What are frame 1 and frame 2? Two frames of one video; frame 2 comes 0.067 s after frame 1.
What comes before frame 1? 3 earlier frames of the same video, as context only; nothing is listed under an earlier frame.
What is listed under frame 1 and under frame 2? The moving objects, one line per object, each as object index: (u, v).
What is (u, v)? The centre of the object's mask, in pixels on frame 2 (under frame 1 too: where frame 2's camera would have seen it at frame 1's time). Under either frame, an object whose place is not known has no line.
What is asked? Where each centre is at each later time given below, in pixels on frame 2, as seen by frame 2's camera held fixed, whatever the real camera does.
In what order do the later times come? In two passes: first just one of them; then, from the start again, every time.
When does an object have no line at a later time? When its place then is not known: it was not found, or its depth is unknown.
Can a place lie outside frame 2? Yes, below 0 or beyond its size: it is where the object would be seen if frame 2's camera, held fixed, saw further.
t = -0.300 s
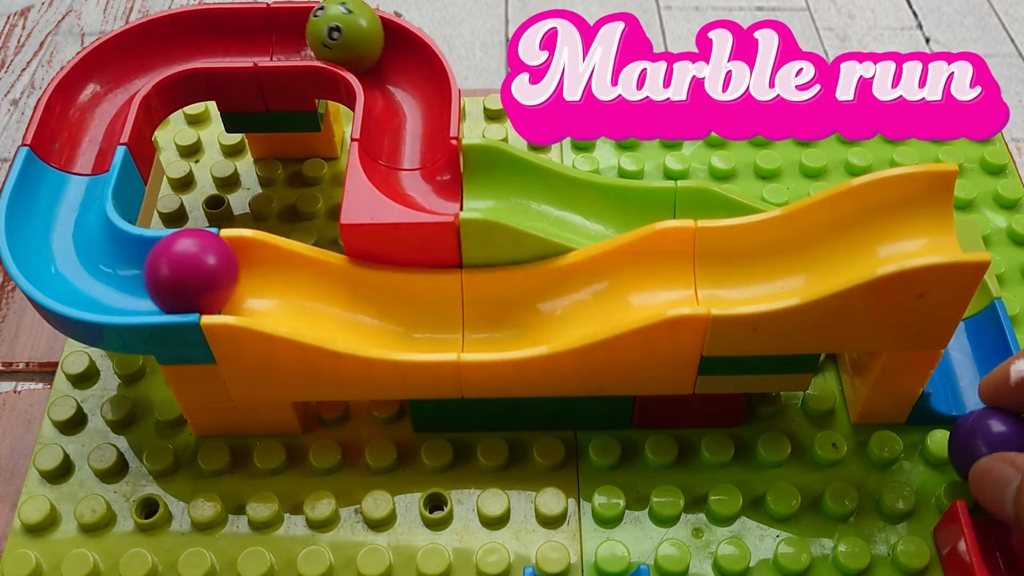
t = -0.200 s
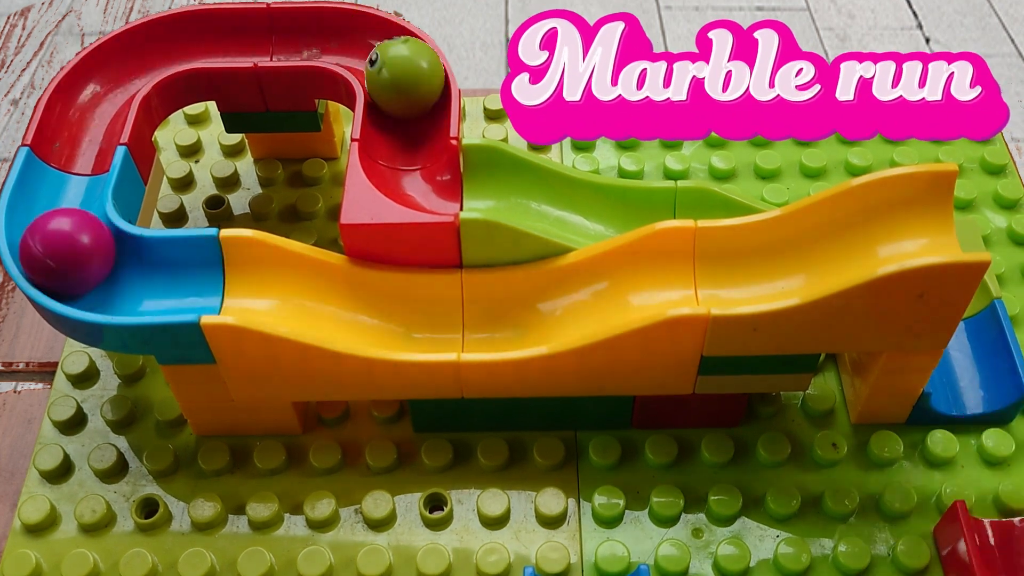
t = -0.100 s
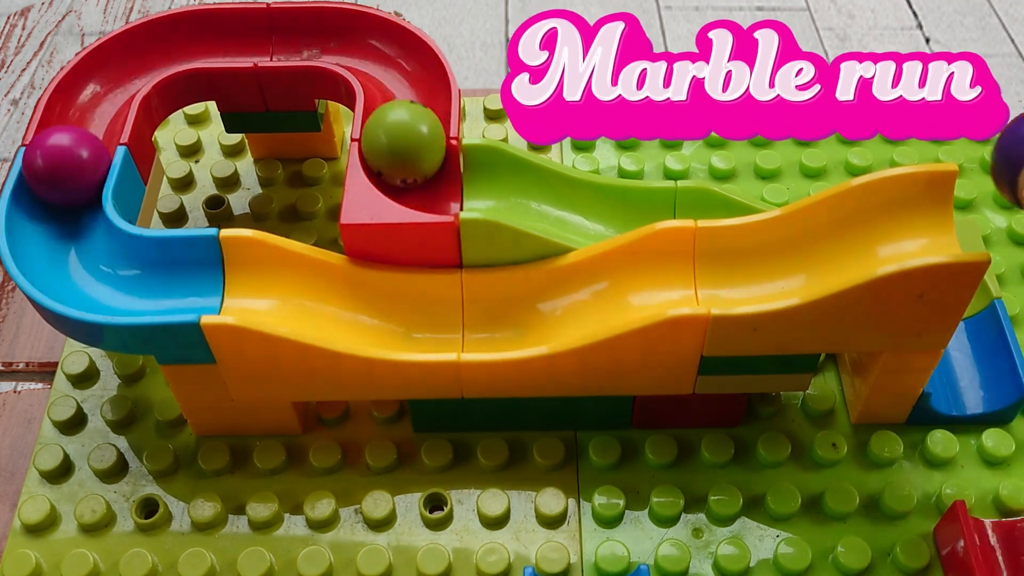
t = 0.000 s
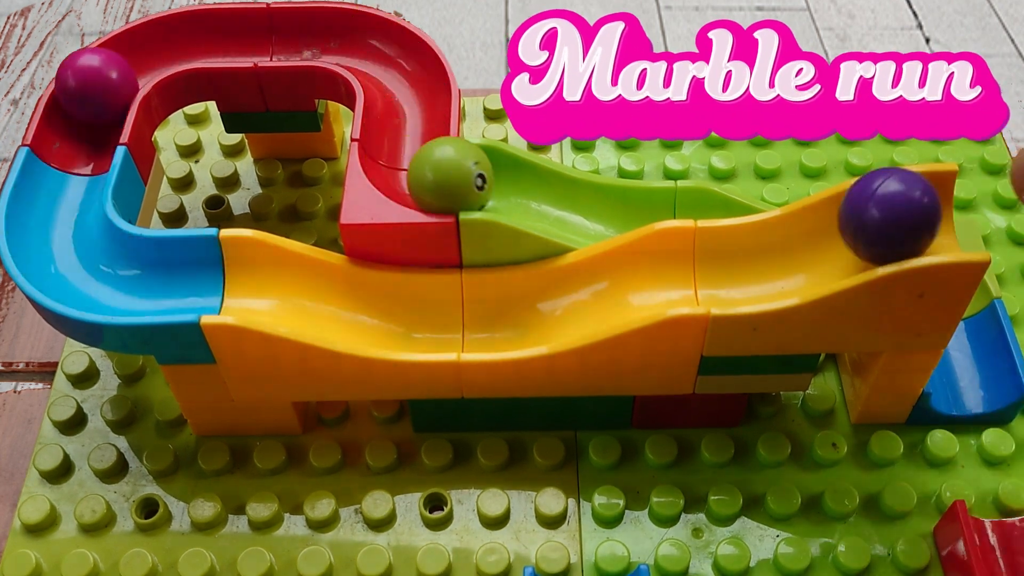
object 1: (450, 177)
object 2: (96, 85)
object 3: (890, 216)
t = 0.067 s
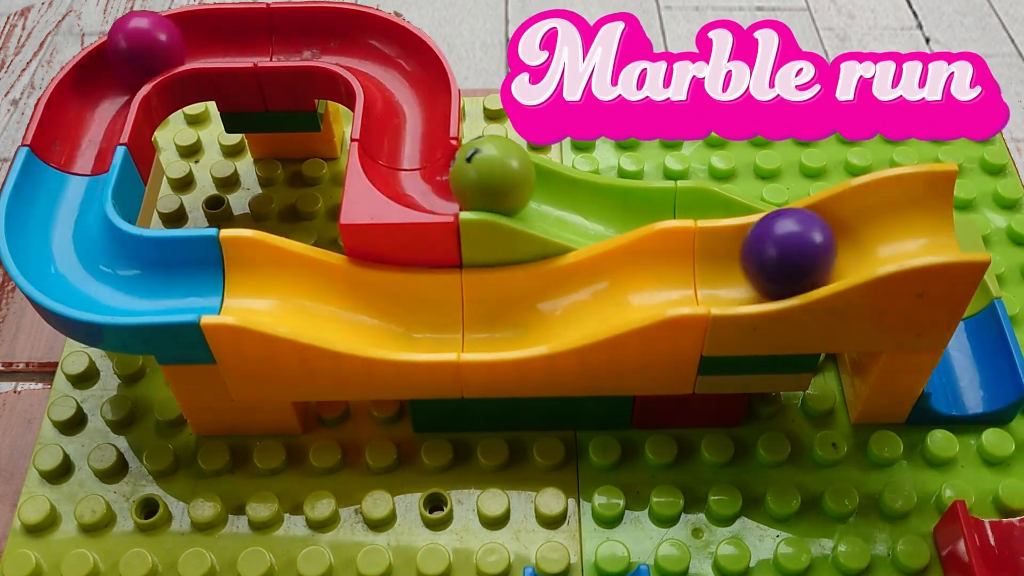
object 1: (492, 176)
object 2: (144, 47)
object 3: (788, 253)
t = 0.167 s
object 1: (582, 197)
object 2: (243, 32)
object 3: (600, 280)
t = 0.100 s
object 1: (517, 179)
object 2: (178, 35)
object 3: (727, 264)
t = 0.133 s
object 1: (546, 186)
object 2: (211, 32)
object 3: (664, 266)
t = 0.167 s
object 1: (582, 197)
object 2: (243, 32)
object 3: (600, 280)
